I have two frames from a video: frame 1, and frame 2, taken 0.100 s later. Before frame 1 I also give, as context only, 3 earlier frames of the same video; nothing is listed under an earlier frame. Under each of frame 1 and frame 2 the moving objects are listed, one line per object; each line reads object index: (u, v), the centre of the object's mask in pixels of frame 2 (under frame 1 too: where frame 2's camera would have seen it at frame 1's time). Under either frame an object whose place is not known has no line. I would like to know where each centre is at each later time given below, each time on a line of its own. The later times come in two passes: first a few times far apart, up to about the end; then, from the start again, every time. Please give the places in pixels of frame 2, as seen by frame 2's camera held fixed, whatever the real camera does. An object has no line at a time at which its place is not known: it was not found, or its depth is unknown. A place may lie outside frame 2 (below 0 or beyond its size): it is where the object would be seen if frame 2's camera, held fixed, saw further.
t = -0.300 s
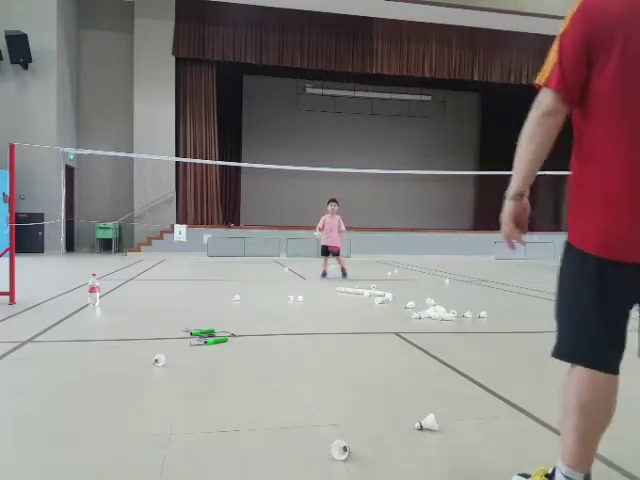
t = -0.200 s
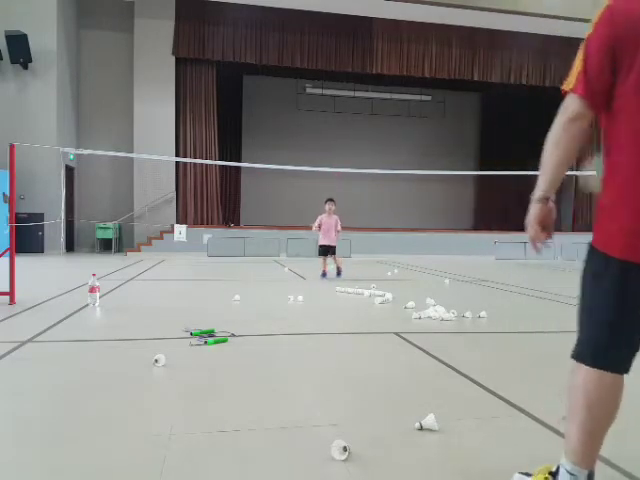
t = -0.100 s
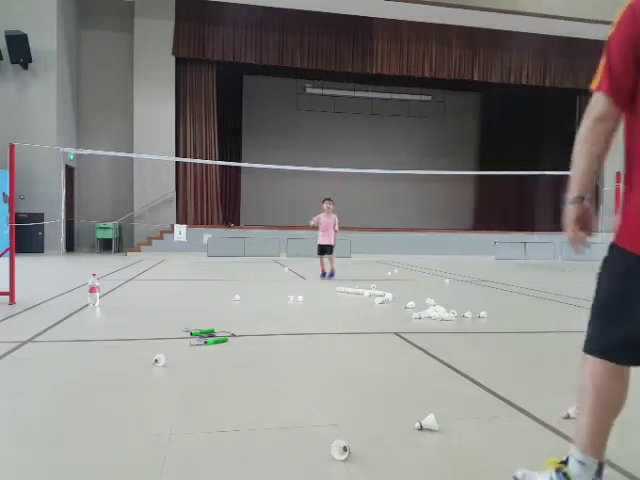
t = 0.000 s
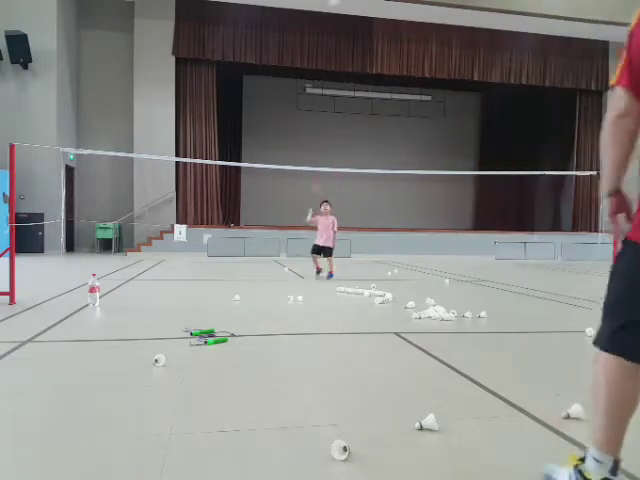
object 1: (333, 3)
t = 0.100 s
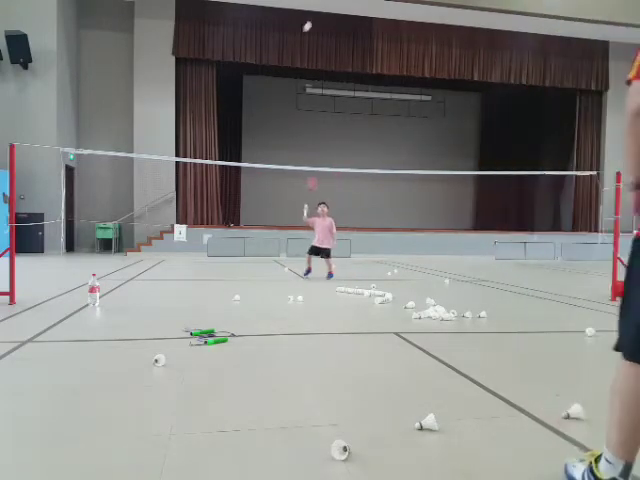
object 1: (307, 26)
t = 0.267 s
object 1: (278, 70)
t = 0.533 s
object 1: (252, 146)
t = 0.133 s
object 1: (300, 35)
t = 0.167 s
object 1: (294, 43)
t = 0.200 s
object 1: (288, 52)
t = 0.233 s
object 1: (283, 61)
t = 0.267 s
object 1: (278, 70)
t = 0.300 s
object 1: (274, 80)
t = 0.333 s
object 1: (270, 88)
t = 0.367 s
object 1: (266, 98)
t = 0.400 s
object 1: (263, 108)
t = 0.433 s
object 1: (260, 117)
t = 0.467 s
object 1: (258, 127)
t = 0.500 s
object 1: (255, 137)
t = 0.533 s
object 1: (252, 146)
